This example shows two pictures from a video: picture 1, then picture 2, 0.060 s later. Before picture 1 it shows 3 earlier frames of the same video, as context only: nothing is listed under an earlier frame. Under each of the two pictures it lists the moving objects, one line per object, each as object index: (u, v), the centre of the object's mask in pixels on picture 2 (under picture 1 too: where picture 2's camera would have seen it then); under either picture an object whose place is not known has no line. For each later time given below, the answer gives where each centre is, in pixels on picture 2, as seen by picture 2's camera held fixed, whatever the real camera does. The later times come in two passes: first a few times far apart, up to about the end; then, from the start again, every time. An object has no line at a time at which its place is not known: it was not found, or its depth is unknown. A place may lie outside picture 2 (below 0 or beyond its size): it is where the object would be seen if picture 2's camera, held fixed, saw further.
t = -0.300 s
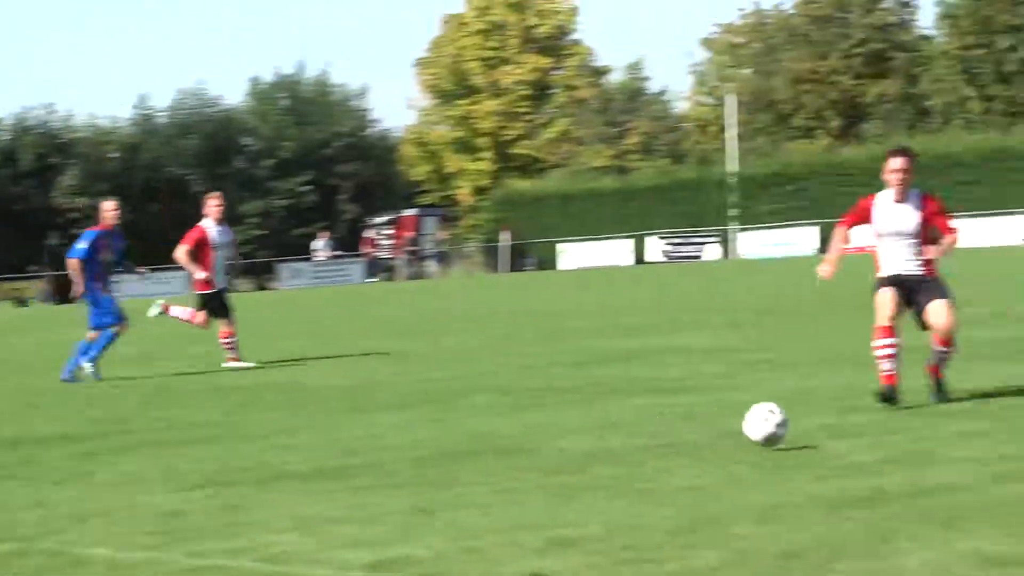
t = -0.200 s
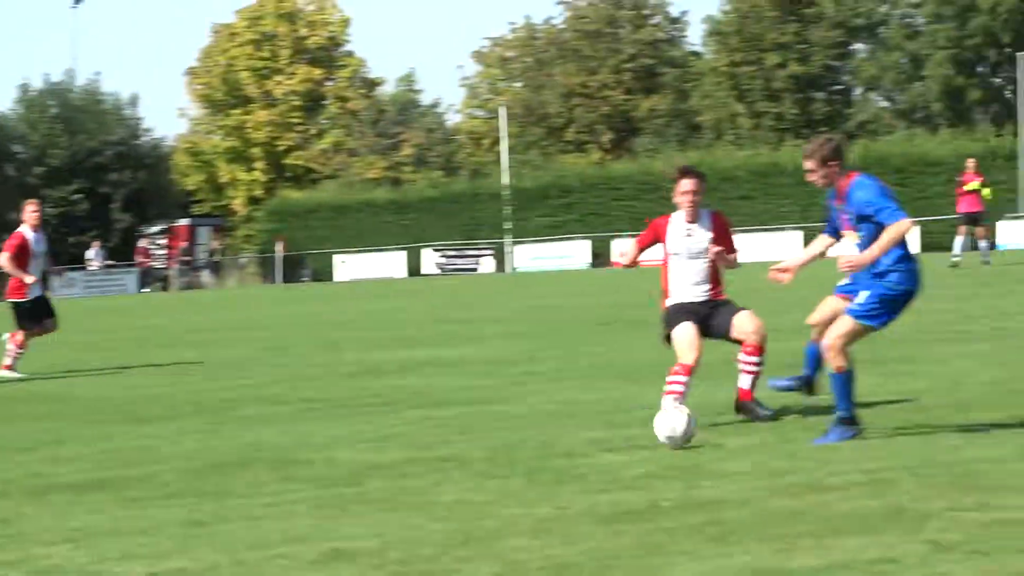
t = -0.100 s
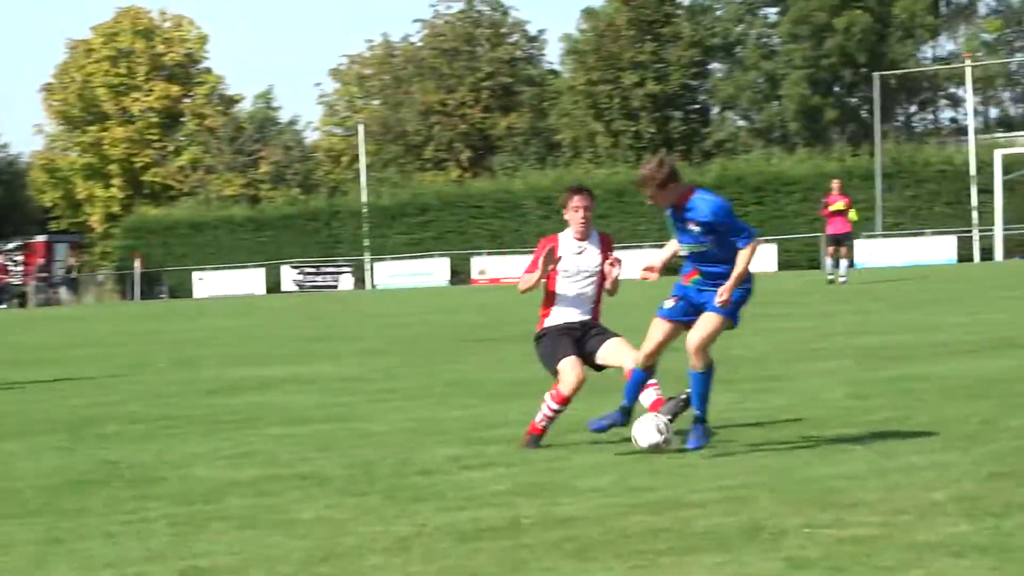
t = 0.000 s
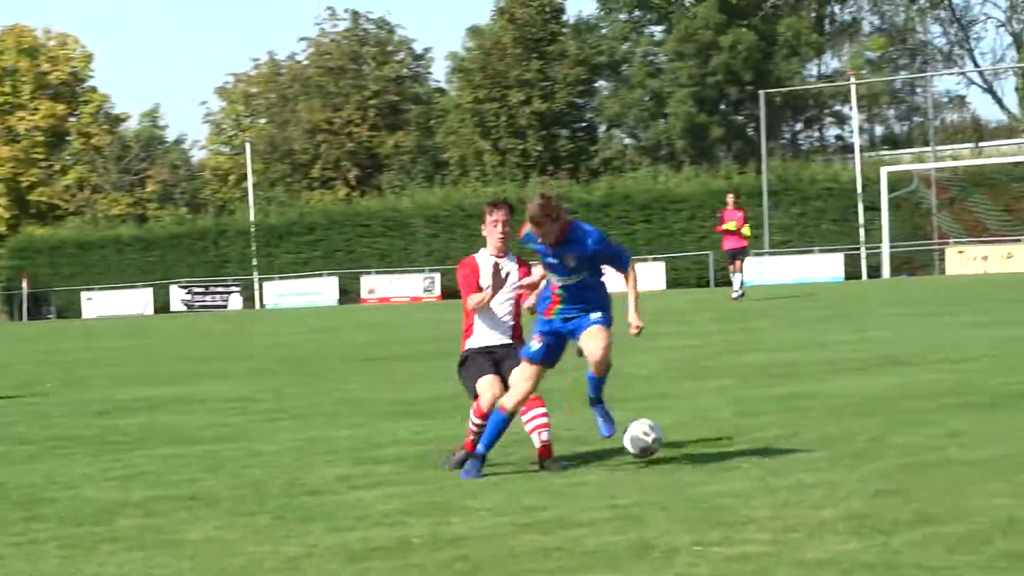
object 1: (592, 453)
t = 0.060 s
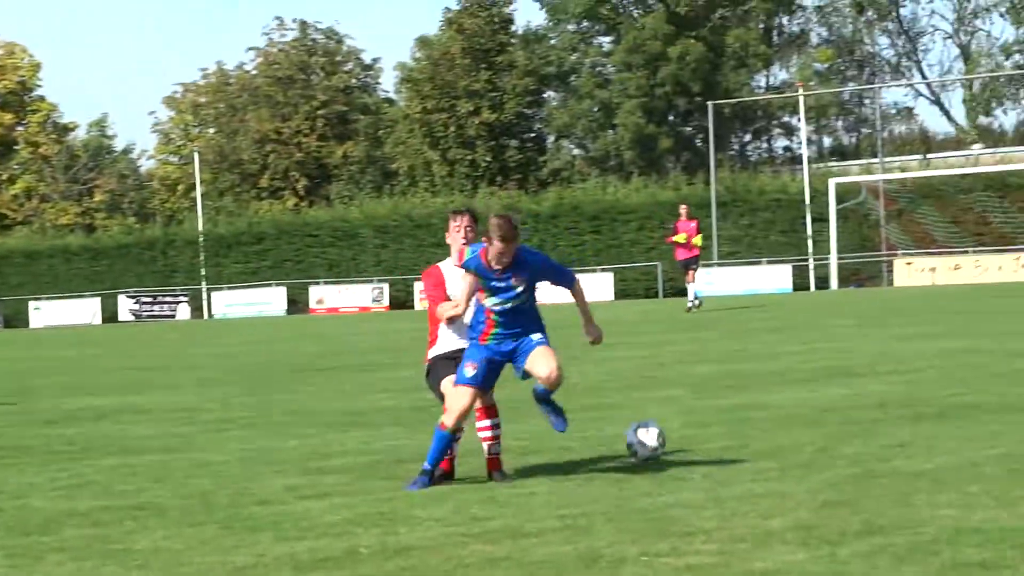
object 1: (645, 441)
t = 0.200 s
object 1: (766, 434)
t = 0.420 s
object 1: (939, 420)
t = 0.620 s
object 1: (1083, 403)
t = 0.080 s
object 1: (663, 440)
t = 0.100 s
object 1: (681, 440)
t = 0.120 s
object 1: (698, 442)
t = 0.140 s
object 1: (716, 441)
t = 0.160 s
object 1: (733, 441)
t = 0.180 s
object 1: (749, 439)
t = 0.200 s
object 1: (766, 434)
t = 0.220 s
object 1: (782, 429)
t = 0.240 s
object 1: (798, 426)
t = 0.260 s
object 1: (814, 421)
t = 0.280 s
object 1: (830, 419)
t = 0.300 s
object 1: (846, 417)
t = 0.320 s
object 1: (860, 416)
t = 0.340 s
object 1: (876, 415)
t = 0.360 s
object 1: (892, 416)
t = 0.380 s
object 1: (908, 416)
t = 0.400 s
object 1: (924, 418)
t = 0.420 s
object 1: (939, 420)
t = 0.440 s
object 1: (953, 418)
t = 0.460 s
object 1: (968, 415)
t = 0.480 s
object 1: (981, 411)
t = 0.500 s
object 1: (996, 408)
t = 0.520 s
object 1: (1011, 405)
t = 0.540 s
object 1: (1025, 403)
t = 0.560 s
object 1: (1038, 402)
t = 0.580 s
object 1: (1053, 401)
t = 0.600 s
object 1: (1068, 401)
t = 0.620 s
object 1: (1083, 403)
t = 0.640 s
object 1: (1097, 405)
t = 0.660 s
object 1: (1110, 406)
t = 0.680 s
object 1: (1125, 409)
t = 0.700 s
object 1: (1139, 407)
